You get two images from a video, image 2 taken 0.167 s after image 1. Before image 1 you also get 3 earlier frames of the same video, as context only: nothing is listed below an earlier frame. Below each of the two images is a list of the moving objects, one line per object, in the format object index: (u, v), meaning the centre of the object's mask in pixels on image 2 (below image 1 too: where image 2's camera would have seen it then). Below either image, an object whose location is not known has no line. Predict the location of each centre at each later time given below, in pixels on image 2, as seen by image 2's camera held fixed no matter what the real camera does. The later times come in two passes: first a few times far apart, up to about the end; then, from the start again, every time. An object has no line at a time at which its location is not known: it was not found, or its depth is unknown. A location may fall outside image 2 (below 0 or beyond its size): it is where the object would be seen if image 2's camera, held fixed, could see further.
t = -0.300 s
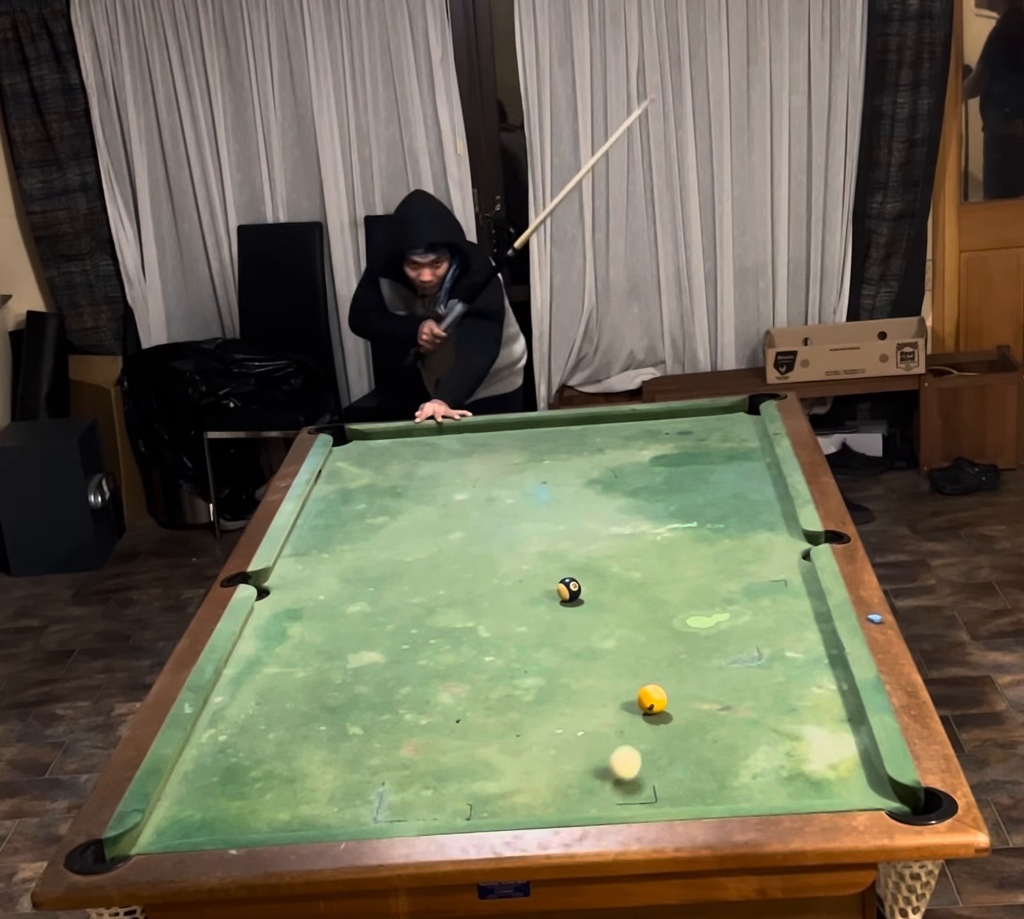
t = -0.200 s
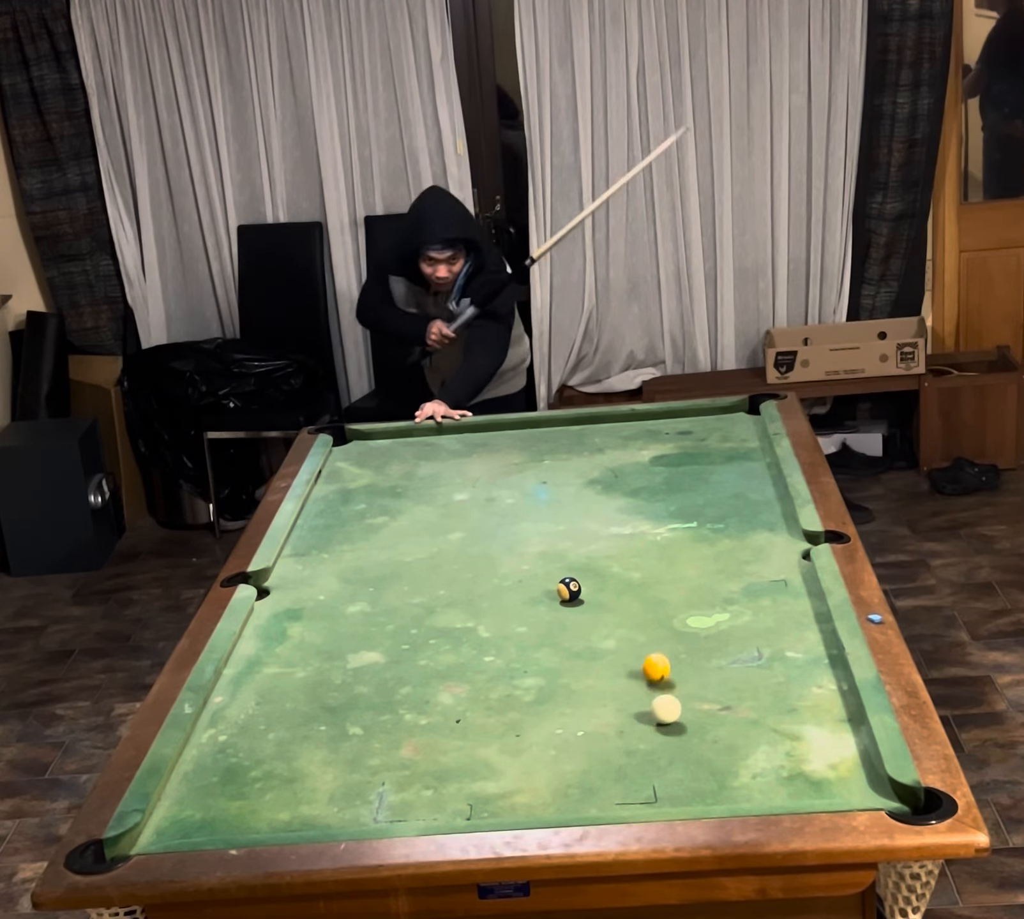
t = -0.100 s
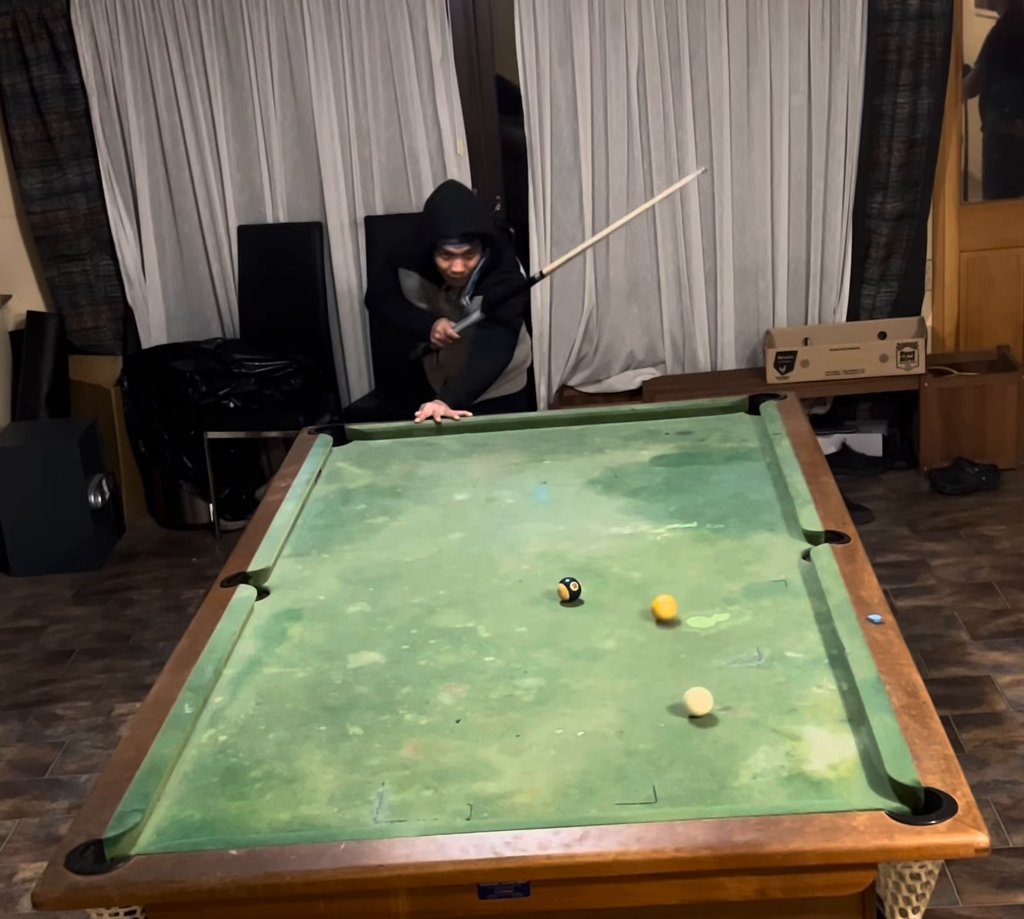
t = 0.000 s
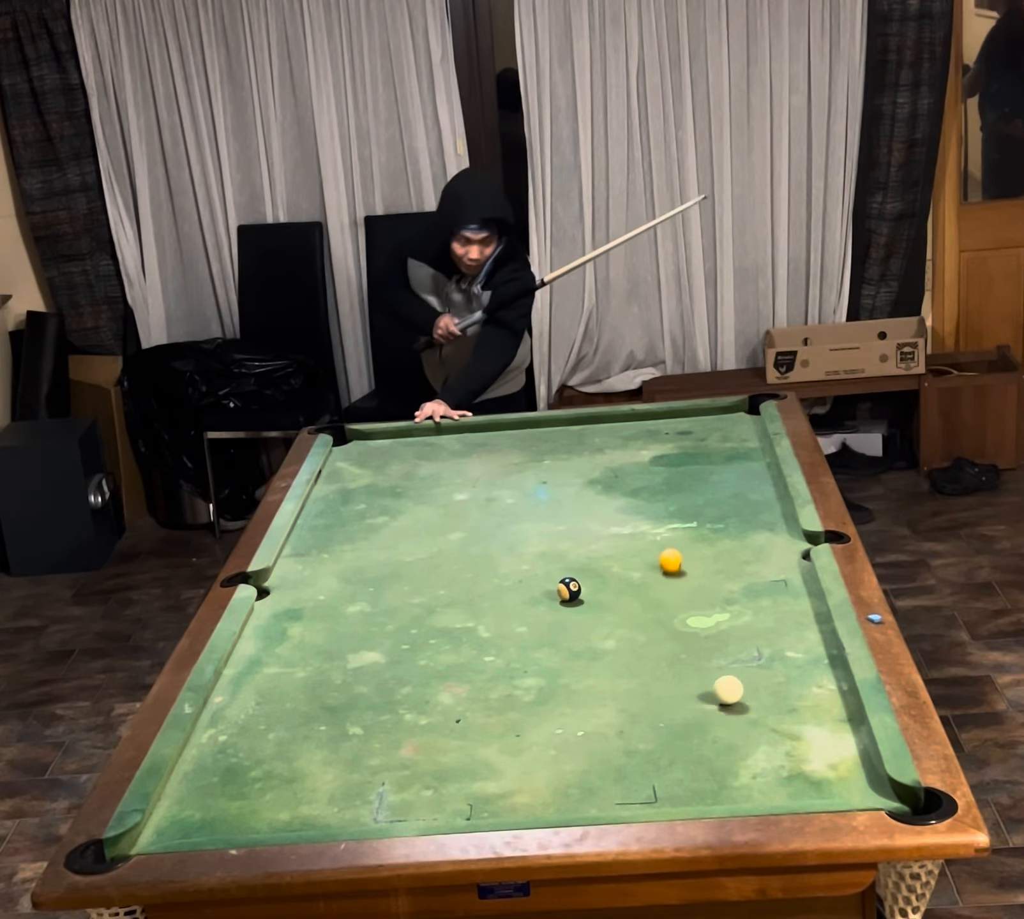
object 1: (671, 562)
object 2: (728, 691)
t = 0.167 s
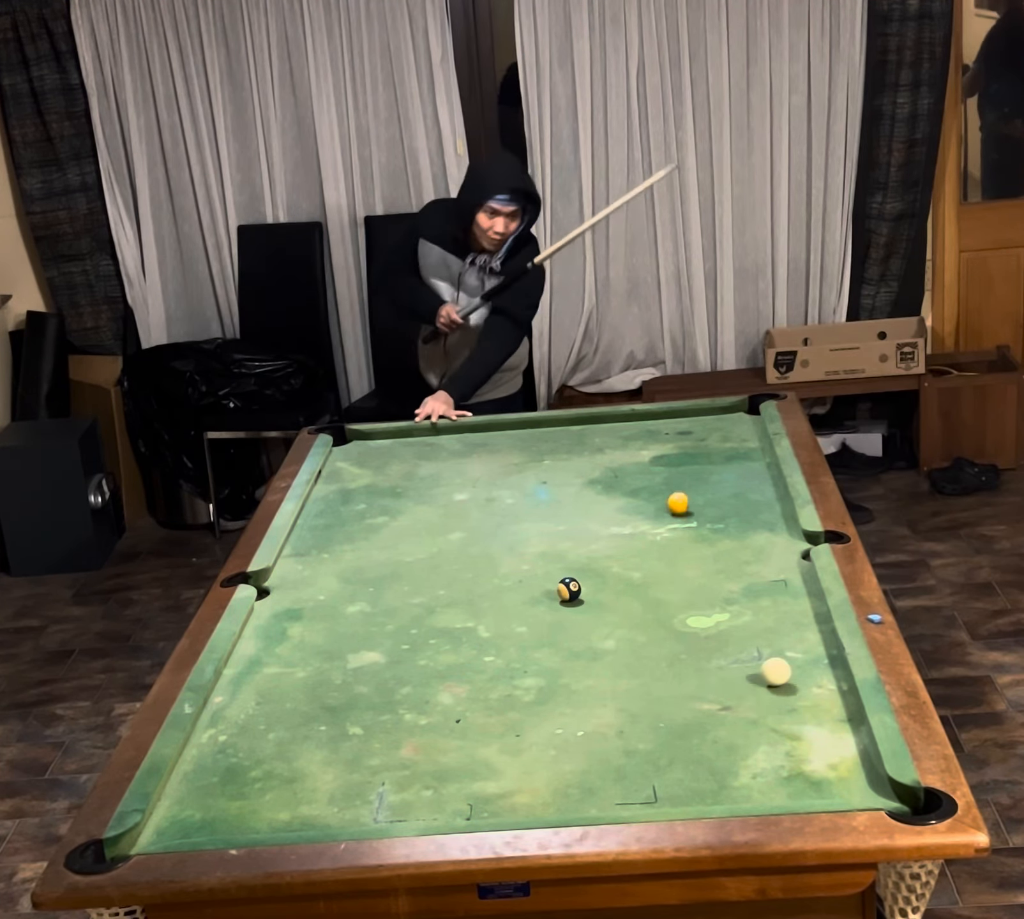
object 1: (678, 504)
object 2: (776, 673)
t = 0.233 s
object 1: (681, 485)
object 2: (794, 665)
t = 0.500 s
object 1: (690, 420)
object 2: (800, 642)
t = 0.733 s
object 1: (711, 438)
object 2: (758, 627)
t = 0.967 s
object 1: (737, 470)
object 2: (721, 617)
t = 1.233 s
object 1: (769, 512)
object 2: (682, 603)
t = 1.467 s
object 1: (799, 553)
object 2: (652, 592)
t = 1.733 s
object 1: (729, 586)
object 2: (622, 582)
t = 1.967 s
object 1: (665, 615)
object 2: (599, 573)
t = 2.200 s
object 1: (598, 645)
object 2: (578, 565)
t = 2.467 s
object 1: (519, 680)
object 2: (556, 558)
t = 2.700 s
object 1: (449, 712)
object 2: (540, 552)
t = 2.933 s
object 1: (377, 744)
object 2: (526, 548)
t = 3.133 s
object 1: (315, 772)
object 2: (516, 544)
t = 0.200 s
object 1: (680, 494)
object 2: (786, 668)
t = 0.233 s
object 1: (681, 485)
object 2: (794, 665)
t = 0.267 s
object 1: (682, 476)
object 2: (803, 662)
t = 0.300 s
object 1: (684, 467)
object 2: (812, 659)
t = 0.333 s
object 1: (685, 458)
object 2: (821, 655)
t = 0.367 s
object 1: (686, 450)
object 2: (828, 651)
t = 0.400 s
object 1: (687, 442)
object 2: (820, 649)
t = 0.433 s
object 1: (688, 435)
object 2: (813, 647)
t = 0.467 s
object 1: (689, 427)
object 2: (807, 645)
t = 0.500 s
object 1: (690, 420)
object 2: (800, 642)
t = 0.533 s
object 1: (691, 413)
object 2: (794, 640)
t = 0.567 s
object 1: (694, 413)
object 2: (788, 638)
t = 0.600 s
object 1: (697, 418)
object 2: (781, 636)
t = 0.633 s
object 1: (701, 424)
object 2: (775, 634)
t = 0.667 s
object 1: (704, 429)
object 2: (769, 632)
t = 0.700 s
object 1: (708, 433)
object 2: (764, 629)
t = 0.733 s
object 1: (711, 438)
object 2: (758, 627)
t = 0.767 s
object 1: (715, 443)
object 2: (752, 625)
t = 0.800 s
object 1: (718, 447)
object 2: (747, 623)
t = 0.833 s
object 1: (722, 452)
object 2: (741, 621)
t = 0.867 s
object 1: (726, 456)
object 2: (736, 619)
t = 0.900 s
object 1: (730, 461)
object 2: (730, 618)
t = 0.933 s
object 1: (733, 466)
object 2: (725, 616)
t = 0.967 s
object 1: (737, 470)
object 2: (721, 617)
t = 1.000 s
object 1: (741, 476)
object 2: (716, 615)
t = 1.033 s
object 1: (744, 480)
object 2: (711, 613)
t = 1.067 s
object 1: (749, 485)
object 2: (706, 611)
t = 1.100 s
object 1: (752, 490)
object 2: (700, 607)
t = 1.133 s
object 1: (757, 496)
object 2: (696, 606)
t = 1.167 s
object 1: (760, 501)
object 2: (691, 605)
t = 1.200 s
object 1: (765, 507)
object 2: (687, 604)
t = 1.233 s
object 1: (769, 512)
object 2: (682, 603)
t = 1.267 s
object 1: (773, 518)
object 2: (678, 601)
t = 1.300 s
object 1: (778, 523)
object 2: (673, 600)
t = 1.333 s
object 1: (782, 530)
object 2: (669, 598)
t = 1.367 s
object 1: (786, 535)
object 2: (665, 597)
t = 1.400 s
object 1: (790, 541)
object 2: (660, 595)
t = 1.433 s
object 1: (795, 547)
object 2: (656, 594)
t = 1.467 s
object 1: (799, 553)
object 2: (652, 592)
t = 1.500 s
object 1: (791, 557)
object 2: (648, 591)
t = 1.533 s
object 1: (782, 562)
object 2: (644, 590)
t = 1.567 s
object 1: (773, 565)
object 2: (641, 588)
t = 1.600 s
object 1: (764, 569)
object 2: (636, 587)
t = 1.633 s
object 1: (755, 574)
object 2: (633, 585)
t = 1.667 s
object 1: (747, 578)
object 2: (629, 584)
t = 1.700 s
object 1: (738, 582)
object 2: (626, 583)
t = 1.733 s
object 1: (729, 586)
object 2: (622, 582)
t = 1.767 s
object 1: (720, 590)
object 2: (619, 580)
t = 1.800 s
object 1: (711, 594)
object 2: (615, 579)
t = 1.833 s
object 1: (702, 598)
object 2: (612, 578)
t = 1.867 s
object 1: (692, 602)
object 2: (609, 577)
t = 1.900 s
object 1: (683, 607)
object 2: (605, 575)
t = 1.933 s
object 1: (674, 611)
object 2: (602, 574)
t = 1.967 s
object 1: (665, 615)
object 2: (599, 573)
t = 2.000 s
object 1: (655, 619)
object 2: (595, 572)
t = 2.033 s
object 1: (646, 623)
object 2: (592, 571)
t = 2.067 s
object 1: (636, 628)
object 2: (590, 570)
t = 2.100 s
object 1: (626, 632)
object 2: (586, 569)
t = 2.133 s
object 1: (617, 637)
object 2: (584, 567)
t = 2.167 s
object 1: (608, 641)
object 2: (580, 566)
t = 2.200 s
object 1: (598, 645)
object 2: (578, 565)
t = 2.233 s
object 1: (588, 649)
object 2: (575, 564)
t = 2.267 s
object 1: (578, 653)
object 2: (572, 563)
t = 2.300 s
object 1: (569, 658)
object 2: (569, 563)
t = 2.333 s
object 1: (559, 662)
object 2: (566, 562)
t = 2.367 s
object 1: (549, 667)
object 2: (564, 561)
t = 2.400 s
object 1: (539, 671)
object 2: (561, 560)
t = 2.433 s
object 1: (529, 675)
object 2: (558, 559)
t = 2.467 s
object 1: (519, 680)
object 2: (556, 558)
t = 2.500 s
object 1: (509, 685)
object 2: (553, 557)
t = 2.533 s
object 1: (499, 689)
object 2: (551, 556)
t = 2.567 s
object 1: (490, 693)
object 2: (549, 556)
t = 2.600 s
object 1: (479, 698)
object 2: (546, 555)
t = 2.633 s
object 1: (470, 703)
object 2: (544, 554)
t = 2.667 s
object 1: (459, 707)
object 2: (542, 553)
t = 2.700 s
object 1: (449, 712)
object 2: (540, 552)
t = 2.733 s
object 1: (439, 716)
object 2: (537, 552)
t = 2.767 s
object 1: (429, 721)
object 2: (535, 551)
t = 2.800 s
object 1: (418, 725)
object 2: (533, 550)
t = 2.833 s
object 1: (408, 730)
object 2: (531, 550)
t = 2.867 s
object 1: (398, 735)
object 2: (529, 549)
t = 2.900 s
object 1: (388, 739)
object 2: (527, 548)
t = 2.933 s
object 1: (377, 744)
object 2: (526, 548)
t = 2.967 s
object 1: (367, 748)
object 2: (524, 547)
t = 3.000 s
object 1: (357, 753)
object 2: (522, 547)
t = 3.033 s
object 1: (346, 758)
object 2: (520, 546)
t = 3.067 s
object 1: (336, 763)
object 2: (519, 545)
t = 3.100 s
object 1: (325, 768)
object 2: (517, 545)
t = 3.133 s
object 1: (315, 772)
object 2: (516, 544)
